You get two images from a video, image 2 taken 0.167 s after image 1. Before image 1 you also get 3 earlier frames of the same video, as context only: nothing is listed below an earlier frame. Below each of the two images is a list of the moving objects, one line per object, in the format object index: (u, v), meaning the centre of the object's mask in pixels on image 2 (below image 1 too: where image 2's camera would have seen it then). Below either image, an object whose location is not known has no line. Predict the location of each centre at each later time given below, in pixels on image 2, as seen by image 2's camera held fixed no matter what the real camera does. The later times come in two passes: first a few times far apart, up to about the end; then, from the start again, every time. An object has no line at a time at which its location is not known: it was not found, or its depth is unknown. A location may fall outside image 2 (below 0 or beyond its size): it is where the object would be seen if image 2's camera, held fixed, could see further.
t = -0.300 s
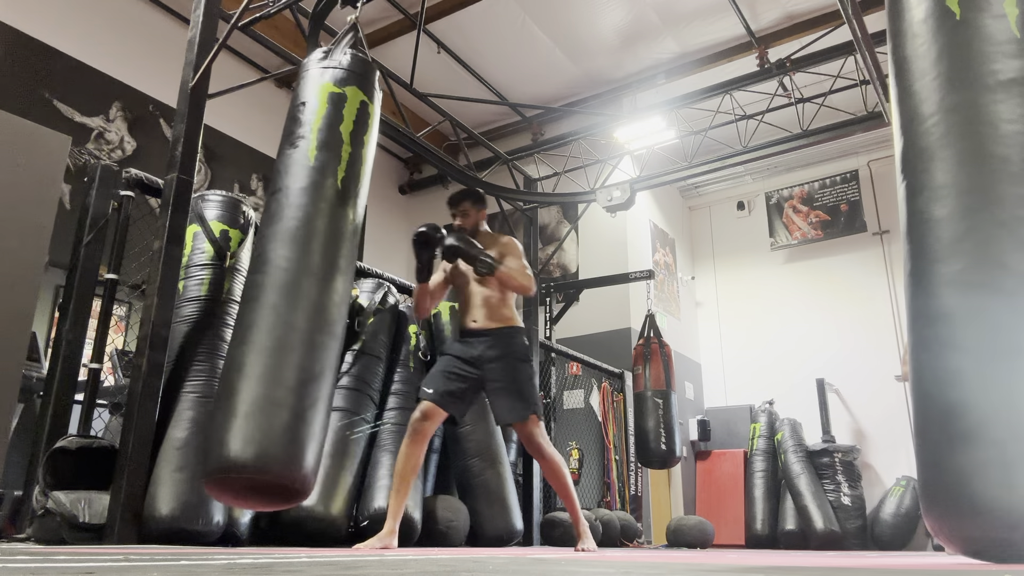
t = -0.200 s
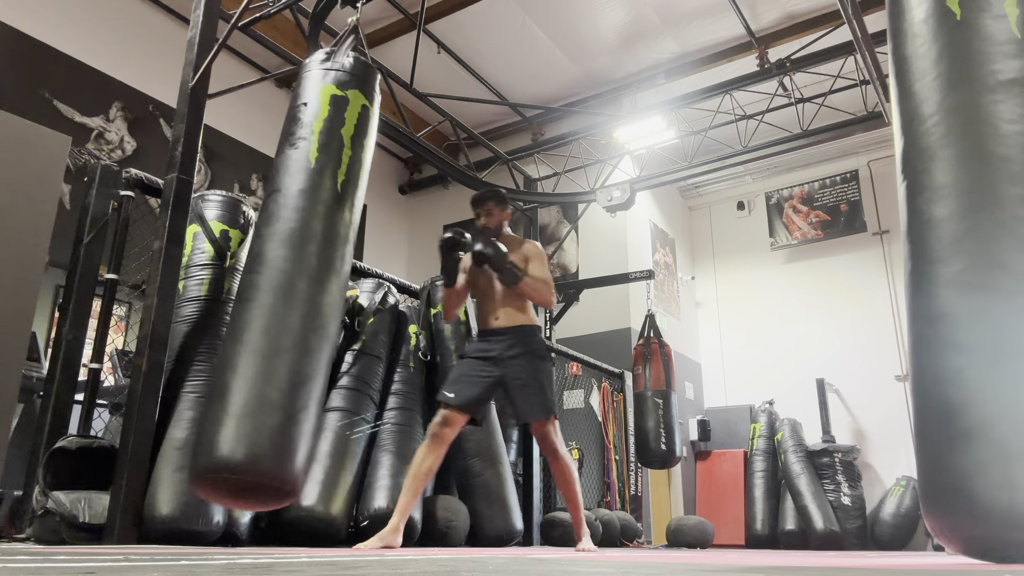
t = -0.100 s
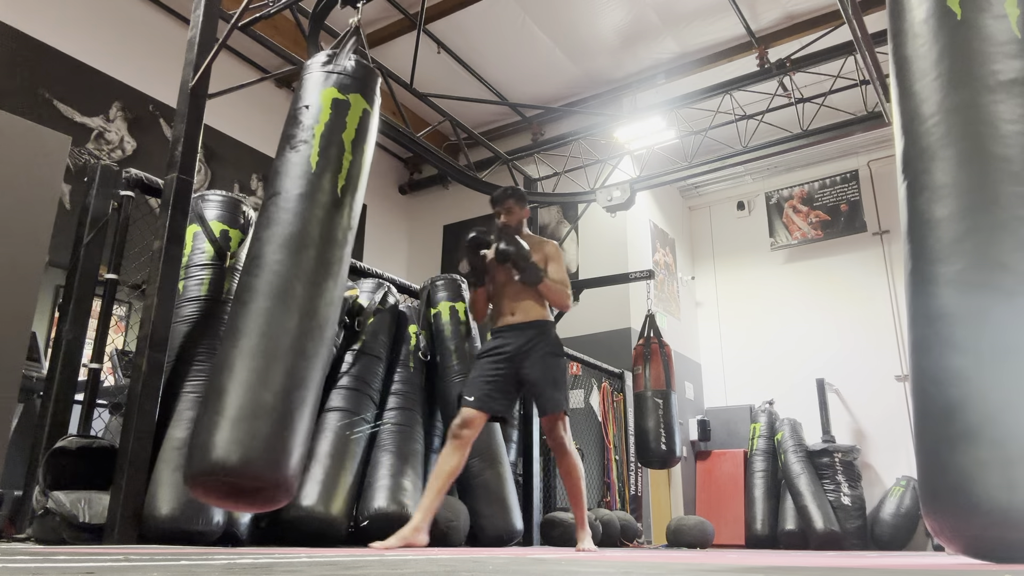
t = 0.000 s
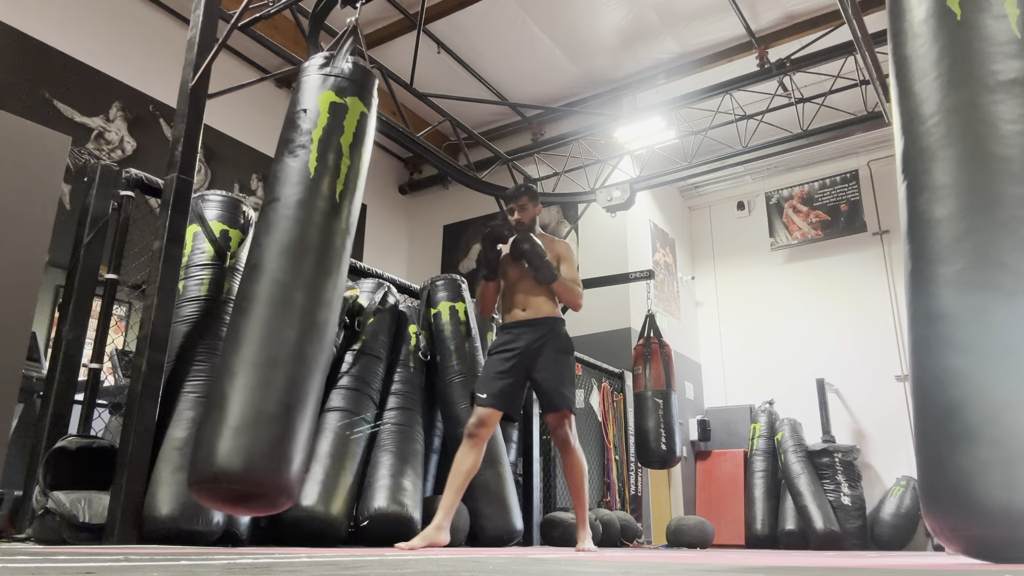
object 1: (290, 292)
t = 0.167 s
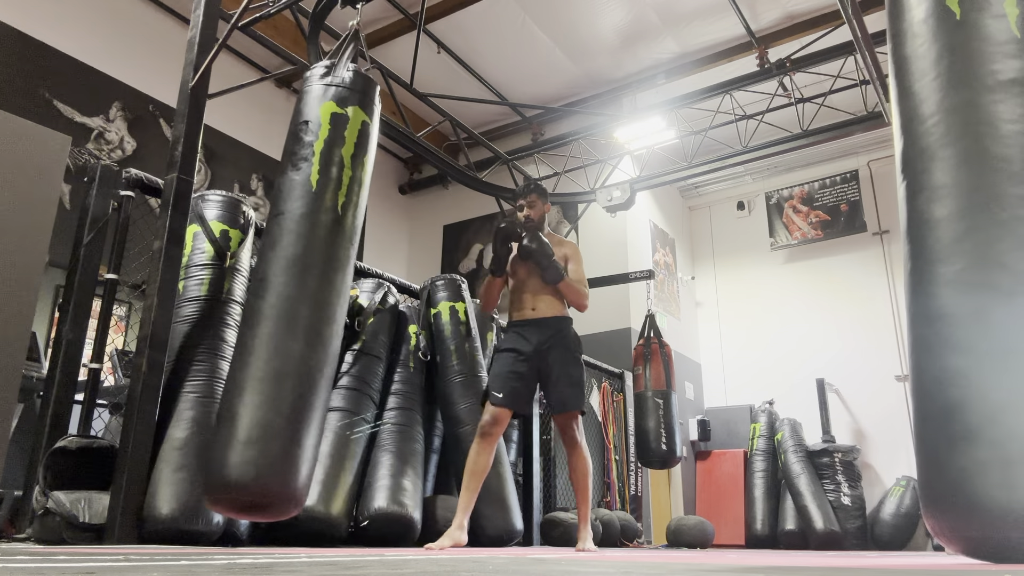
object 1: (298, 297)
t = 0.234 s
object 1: (303, 299)
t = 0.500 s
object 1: (327, 303)
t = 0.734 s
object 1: (349, 297)
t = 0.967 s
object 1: (365, 295)
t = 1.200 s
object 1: (373, 295)
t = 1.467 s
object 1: (370, 299)
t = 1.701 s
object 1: (355, 299)
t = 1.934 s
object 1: (332, 298)
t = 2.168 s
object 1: (306, 292)
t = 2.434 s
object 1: (288, 290)
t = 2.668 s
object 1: (291, 293)
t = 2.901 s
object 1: (308, 298)
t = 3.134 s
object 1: (332, 301)
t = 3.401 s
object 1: (357, 296)
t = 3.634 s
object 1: (371, 295)
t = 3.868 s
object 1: (375, 295)
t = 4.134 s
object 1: (368, 298)
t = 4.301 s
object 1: (354, 298)
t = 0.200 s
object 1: (300, 298)
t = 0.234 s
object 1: (303, 299)
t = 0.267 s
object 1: (305, 300)
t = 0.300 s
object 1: (308, 301)
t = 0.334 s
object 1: (311, 301)
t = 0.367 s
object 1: (314, 301)
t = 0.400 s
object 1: (317, 302)
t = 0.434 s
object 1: (320, 302)
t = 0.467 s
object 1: (323, 302)
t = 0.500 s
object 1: (327, 303)
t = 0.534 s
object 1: (331, 302)
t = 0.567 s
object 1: (334, 301)
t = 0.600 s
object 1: (337, 301)
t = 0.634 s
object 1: (340, 300)
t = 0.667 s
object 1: (343, 299)
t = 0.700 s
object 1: (347, 298)
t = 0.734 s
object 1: (349, 297)
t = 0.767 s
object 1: (352, 297)
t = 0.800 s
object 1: (355, 296)
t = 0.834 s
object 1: (357, 296)
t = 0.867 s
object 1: (359, 295)
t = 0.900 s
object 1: (362, 295)
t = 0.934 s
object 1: (364, 295)
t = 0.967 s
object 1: (365, 295)
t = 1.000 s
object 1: (367, 294)
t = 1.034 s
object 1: (369, 297)
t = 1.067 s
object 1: (370, 296)
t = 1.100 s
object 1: (371, 295)
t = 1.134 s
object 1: (372, 295)
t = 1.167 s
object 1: (373, 295)
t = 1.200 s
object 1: (373, 295)
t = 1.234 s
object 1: (373, 295)
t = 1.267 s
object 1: (374, 297)
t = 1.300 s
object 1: (374, 296)
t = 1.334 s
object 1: (373, 296)
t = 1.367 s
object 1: (373, 297)
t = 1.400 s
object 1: (372, 297)
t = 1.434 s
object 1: (371, 297)
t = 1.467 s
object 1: (370, 299)
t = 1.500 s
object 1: (369, 299)
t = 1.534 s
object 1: (368, 300)
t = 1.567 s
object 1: (365, 298)
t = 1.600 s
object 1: (363, 299)
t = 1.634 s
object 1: (361, 299)
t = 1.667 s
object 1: (358, 299)
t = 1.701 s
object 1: (355, 299)
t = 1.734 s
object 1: (352, 299)
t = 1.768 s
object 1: (349, 299)
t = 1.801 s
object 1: (346, 299)
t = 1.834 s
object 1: (343, 299)
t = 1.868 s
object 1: (339, 298)
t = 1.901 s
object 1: (335, 298)
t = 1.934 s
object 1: (332, 298)
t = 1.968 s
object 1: (327, 297)
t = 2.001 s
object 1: (324, 296)
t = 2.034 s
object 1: (320, 296)
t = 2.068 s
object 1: (316, 295)
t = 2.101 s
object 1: (313, 294)
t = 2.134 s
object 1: (309, 293)
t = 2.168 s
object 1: (306, 292)
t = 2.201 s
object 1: (302, 291)
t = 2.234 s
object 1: (299, 291)
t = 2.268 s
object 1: (297, 290)
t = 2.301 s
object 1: (295, 289)
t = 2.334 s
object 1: (292, 290)
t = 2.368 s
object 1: (290, 289)
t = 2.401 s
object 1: (289, 290)
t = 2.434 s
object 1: (288, 290)
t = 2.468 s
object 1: (287, 290)
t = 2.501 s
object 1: (287, 290)
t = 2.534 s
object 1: (287, 291)
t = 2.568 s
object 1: (287, 291)
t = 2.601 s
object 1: (288, 292)
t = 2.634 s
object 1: (289, 293)
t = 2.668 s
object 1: (291, 293)
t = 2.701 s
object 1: (293, 293)
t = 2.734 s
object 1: (295, 294)
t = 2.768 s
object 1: (297, 295)
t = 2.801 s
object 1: (300, 295)
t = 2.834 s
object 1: (302, 297)
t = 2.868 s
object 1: (305, 298)
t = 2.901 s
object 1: (308, 298)
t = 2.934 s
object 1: (311, 297)
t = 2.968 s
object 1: (314, 300)
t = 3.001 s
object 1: (318, 300)
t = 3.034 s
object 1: (321, 300)
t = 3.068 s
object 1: (325, 299)
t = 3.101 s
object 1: (329, 299)
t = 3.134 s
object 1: (332, 301)
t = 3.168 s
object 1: (336, 299)
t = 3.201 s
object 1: (339, 299)
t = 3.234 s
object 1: (342, 298)
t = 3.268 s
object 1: (346, 298)
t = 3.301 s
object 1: (349, 298)
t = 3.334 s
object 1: (352, 297)
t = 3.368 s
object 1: (355, 296)
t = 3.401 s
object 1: (357, 296)
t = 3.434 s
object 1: (360, 295)
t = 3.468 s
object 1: (362, 295)
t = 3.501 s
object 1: (364, 294)
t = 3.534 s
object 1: (366, 294)
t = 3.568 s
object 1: (368, 295)
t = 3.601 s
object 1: (370, 295)
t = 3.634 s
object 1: (371, 295)
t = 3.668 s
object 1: (373, 295)
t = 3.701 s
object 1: (373, 294)
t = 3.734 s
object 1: (374, 294)
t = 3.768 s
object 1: (375, 294)
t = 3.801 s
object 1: (375, 294)
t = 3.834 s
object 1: (375, 294)
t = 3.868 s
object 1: (375, 295)
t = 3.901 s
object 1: (375, 295)
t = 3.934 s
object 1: (375, 295)
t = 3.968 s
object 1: (374, 295)
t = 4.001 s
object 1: (373, 296)
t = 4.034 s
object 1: (372, 297)
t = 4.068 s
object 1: (371, 298)
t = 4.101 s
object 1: (369, 298)
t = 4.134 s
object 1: (368, 298)
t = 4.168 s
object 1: (365, 298)
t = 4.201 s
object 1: (362, 298)
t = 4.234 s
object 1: (360, 298)
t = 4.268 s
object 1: (357, 298)
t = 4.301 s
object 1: (354, 298)
